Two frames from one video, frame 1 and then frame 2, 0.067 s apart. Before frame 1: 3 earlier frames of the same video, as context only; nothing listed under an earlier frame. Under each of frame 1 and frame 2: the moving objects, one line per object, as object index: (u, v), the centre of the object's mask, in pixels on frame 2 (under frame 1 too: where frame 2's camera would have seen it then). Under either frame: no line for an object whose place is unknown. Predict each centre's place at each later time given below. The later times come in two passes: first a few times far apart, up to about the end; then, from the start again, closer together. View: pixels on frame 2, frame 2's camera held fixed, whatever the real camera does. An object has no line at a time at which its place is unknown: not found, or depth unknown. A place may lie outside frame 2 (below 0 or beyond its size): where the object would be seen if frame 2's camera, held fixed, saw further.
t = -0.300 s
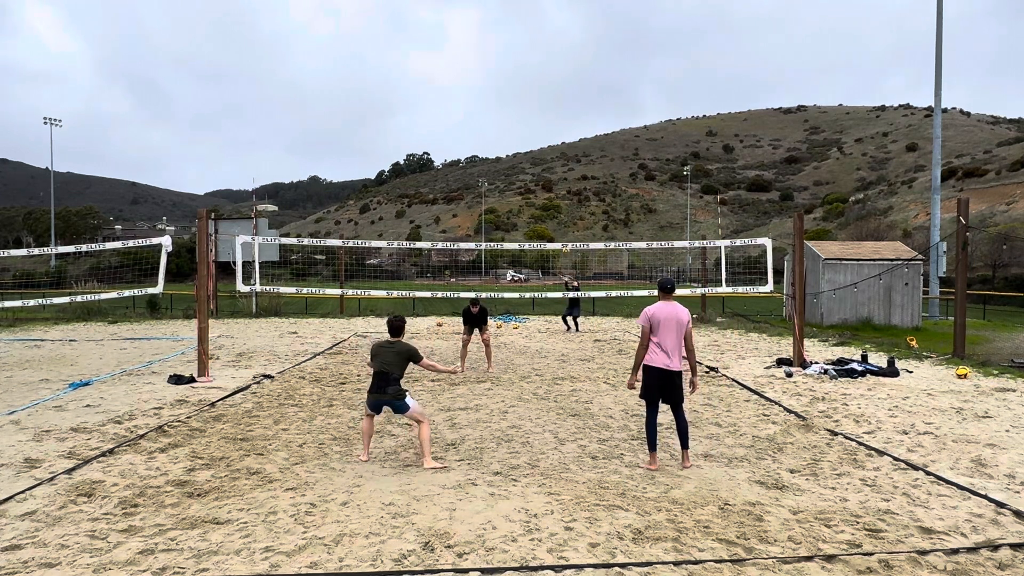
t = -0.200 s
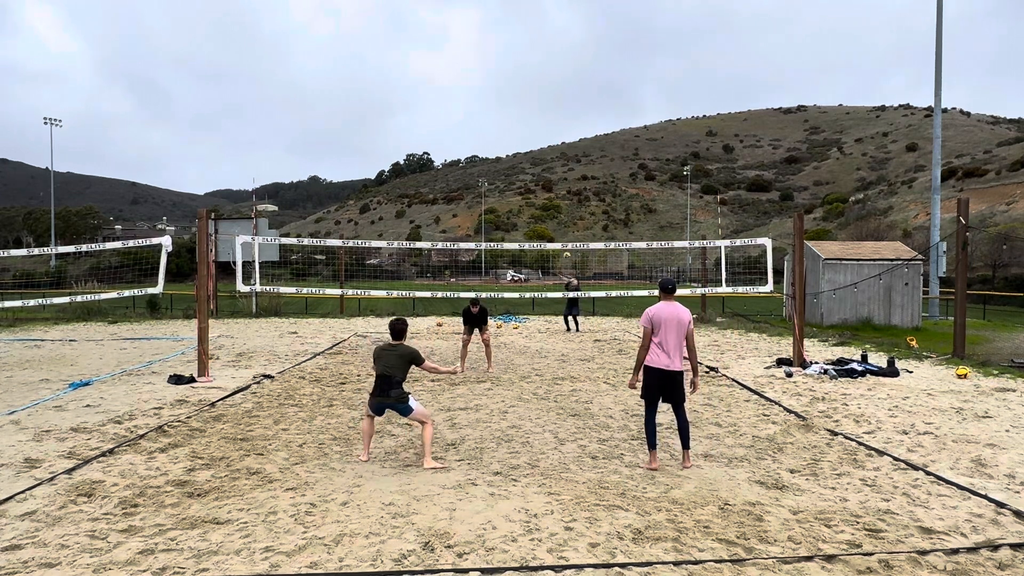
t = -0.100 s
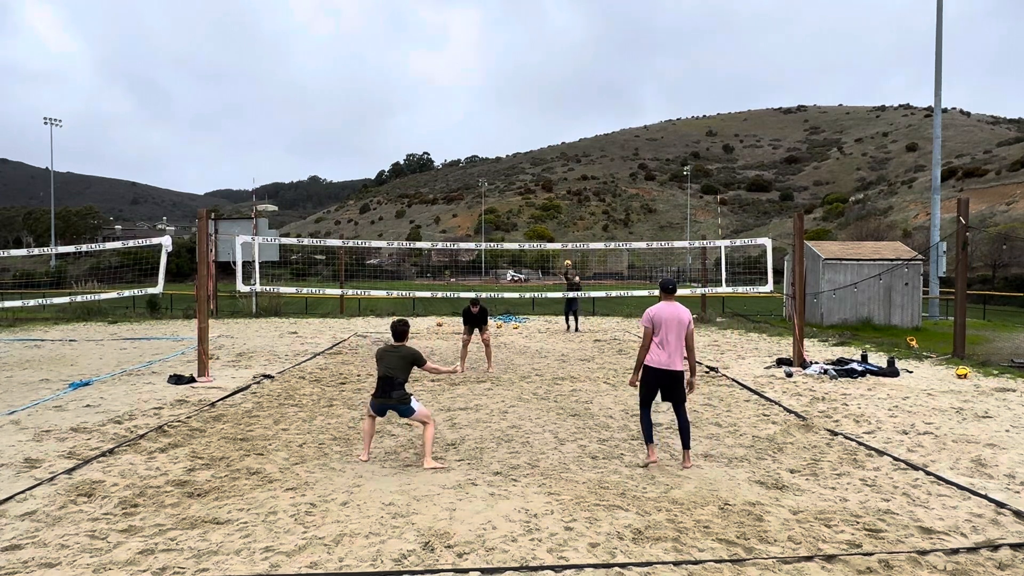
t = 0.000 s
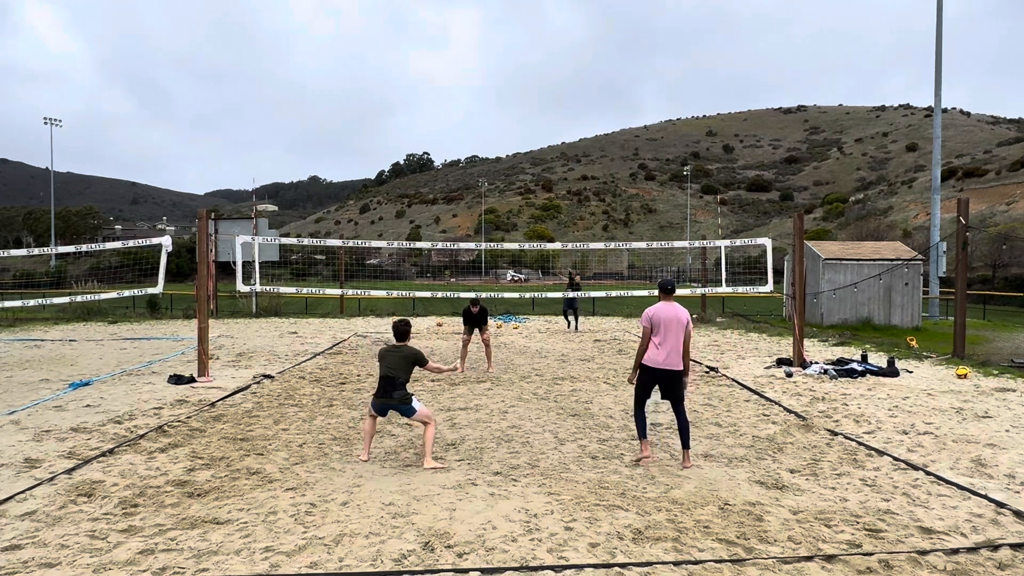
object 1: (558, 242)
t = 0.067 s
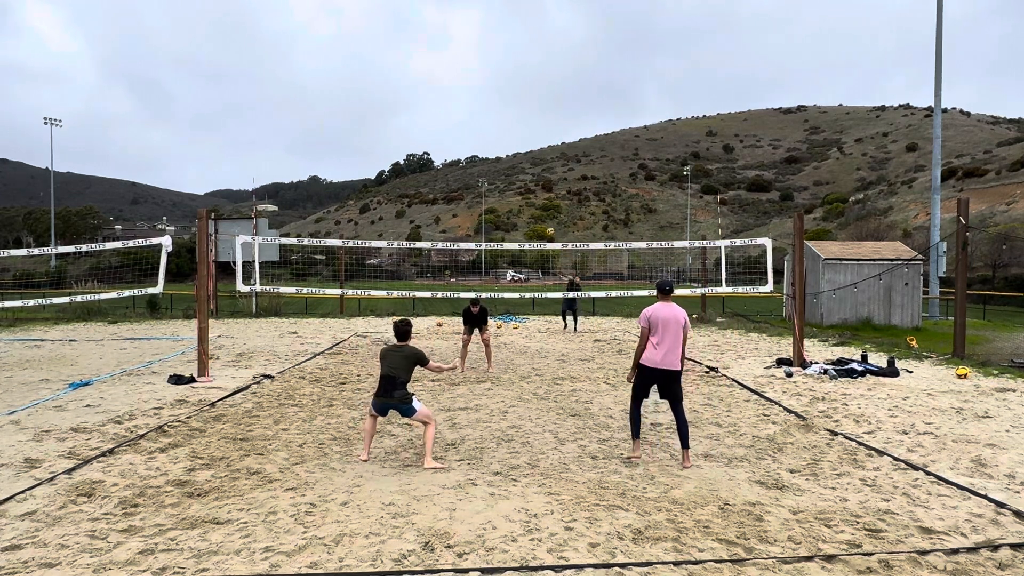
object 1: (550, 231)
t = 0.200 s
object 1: (534, 205)
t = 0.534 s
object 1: (487, 161)
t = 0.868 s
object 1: (425, 156)
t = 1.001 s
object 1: (392, 175)
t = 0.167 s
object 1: (538, 211)
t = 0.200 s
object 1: (534, 205)
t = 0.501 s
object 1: (492, 163)
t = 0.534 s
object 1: (487, 161)
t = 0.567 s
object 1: (482, 158)
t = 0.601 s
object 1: (476, 155)
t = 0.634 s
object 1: (471, 153)
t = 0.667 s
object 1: (465, 152)
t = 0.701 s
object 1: (459, 151)
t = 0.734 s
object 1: (452, 151)
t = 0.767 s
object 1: (446, 151)
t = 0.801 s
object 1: (439, 152)
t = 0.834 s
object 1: (432, 154)
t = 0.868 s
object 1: (425, 156)
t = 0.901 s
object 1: (417, 159)
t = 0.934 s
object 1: (410, 163)
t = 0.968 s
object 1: (401, 168)
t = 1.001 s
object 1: (392, 175)
